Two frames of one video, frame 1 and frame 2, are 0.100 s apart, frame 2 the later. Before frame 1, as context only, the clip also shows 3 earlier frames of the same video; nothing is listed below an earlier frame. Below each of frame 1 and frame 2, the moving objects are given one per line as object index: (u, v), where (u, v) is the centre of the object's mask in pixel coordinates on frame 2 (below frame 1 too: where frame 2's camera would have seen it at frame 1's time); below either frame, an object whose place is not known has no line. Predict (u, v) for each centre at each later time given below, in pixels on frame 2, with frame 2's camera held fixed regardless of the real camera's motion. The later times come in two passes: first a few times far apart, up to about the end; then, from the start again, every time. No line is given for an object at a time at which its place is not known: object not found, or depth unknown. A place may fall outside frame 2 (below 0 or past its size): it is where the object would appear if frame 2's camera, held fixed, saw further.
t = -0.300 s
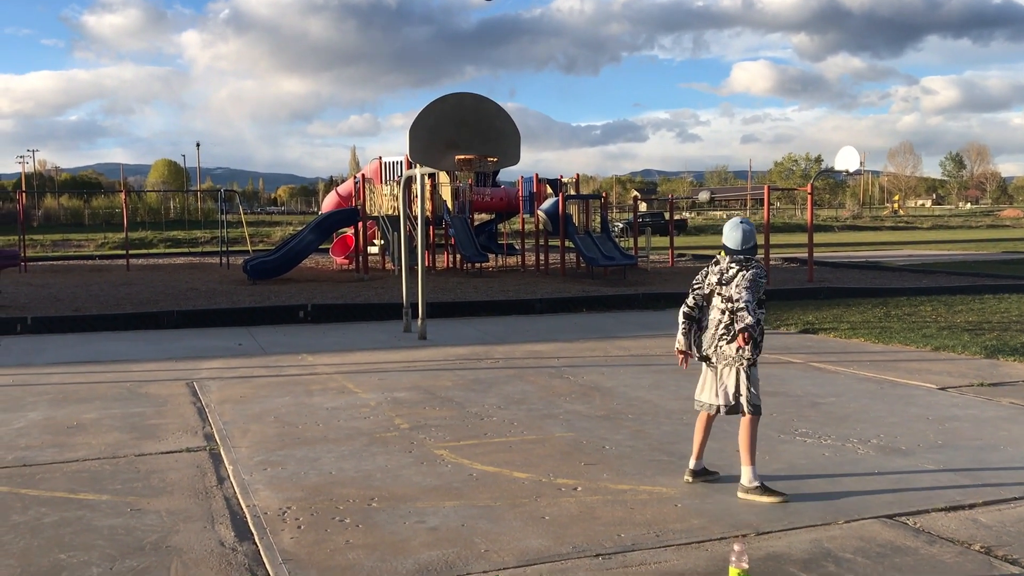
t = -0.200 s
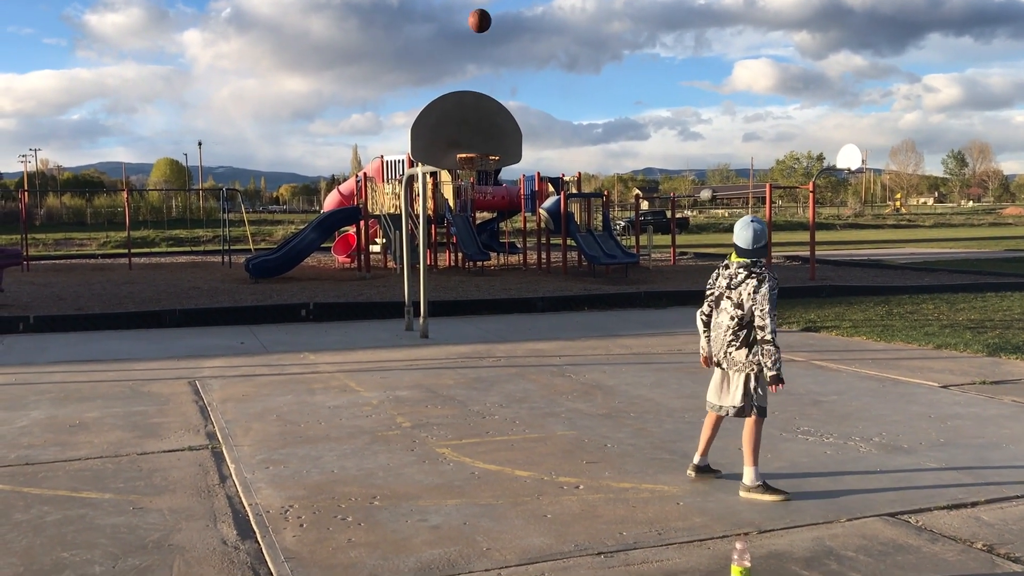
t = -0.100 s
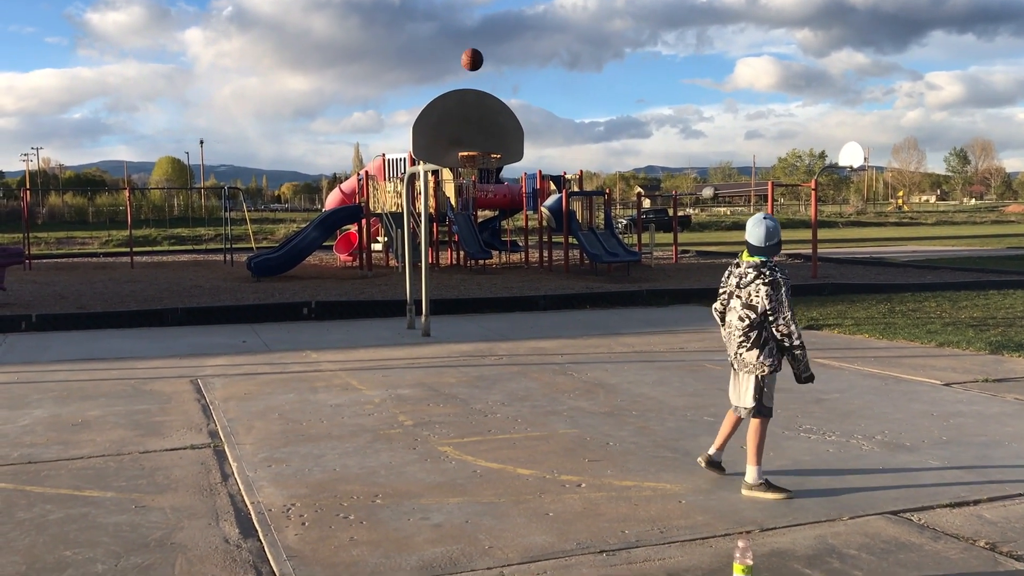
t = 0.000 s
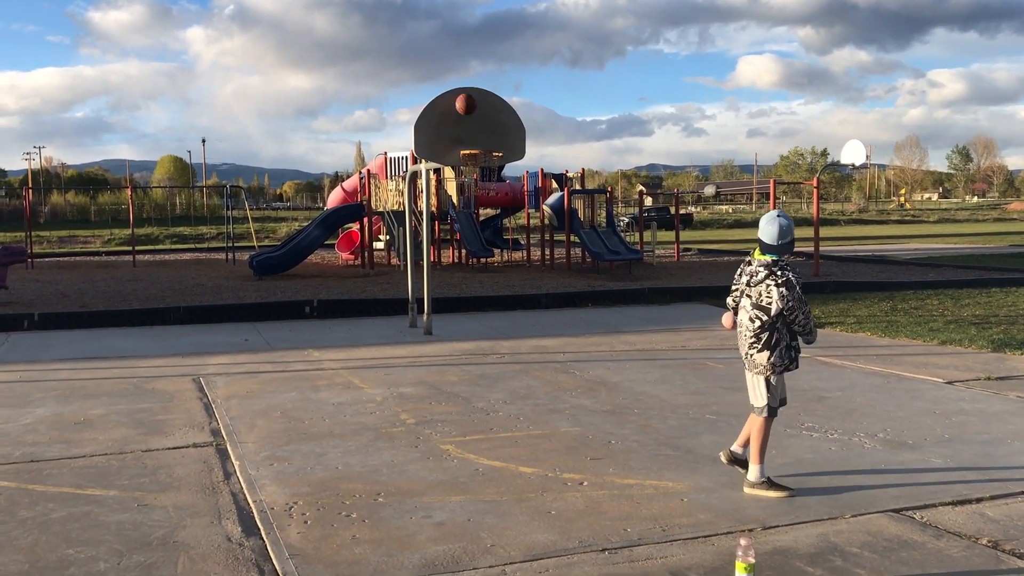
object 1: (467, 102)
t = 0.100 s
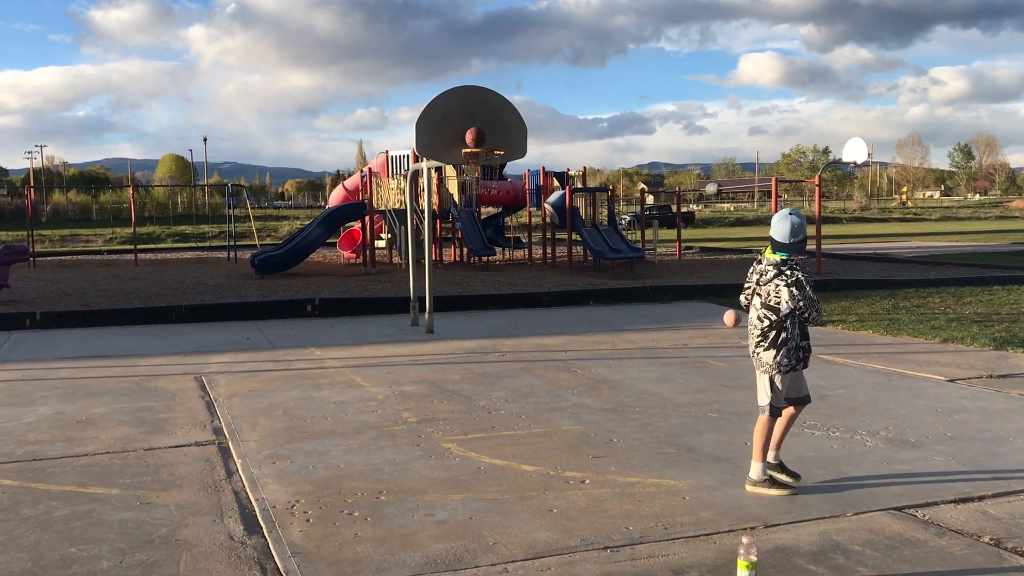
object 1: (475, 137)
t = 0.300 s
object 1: (493, 161)
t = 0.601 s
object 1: (489, 176)
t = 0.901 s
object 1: (480, 246)
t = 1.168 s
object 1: (474, 325)
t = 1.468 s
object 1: (463, 269)
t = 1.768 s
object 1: (453, 289)
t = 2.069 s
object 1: (445, 321)
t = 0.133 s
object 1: (481, 149)
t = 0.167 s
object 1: (484, 160)
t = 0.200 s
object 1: (488, 161)
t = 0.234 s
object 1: (490, 161)
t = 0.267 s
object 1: (492, 161)
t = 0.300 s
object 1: (493, 161)
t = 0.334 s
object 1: (494, 160)
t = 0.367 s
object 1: (494, 161)
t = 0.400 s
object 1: (494, 163)
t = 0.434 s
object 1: (493, 164)
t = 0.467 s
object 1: (492, 165)
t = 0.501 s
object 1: (493, 166)
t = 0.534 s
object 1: (491, 169)
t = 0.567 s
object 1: (490, 172)
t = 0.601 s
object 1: (489, 176)
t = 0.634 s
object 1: (487, 180)
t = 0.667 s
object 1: (486, 186)
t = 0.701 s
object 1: (485, 192)
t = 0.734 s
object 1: (484, 198)
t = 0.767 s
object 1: (484, 206)
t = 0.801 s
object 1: (483, 215)
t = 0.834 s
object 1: (482, 225)
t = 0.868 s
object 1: (481, 235)
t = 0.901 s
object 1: (480, 246)
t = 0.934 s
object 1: (480, 260)
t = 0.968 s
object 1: (479, 272)
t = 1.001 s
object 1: (478, 287)
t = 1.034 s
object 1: (478, 302)
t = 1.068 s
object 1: (477, 318)
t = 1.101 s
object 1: (477, 335)
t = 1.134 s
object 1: (476, 336)
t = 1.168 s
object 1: (474, 325)
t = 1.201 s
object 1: (473, 315)
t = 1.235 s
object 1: (472, 306)
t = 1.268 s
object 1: (470, 298)
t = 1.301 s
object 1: (469, 291)
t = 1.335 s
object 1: (468, 285)
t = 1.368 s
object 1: (467, 279)
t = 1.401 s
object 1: (465, 275)
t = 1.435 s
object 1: (464, 271)
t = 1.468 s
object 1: (463, 269)
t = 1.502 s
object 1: (461, 267)
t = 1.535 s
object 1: (460, 266)
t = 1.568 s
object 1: (460, 267)
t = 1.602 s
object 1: (459, 268)
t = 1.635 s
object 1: (457, 270)
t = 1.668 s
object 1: (456, 273)
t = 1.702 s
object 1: (455, 277)
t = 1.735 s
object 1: (454, 283)
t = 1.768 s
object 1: (453, 289)
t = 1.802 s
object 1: (453, 296)
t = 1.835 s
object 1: (453, 303)
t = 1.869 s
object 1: (452, 312)
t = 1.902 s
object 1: (451, 322)
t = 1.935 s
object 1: (450, 333)
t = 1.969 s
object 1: (449, 342)
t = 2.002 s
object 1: (448, 334)
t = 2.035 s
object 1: (446, 327)
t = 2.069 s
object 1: (445, 321)
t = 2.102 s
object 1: (444, 316)
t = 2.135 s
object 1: (442, 311)
